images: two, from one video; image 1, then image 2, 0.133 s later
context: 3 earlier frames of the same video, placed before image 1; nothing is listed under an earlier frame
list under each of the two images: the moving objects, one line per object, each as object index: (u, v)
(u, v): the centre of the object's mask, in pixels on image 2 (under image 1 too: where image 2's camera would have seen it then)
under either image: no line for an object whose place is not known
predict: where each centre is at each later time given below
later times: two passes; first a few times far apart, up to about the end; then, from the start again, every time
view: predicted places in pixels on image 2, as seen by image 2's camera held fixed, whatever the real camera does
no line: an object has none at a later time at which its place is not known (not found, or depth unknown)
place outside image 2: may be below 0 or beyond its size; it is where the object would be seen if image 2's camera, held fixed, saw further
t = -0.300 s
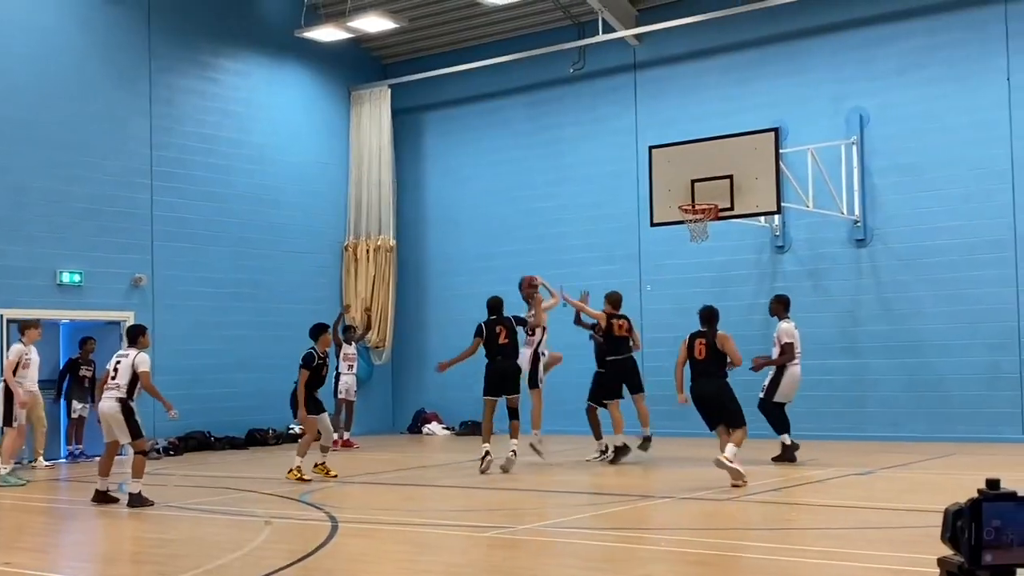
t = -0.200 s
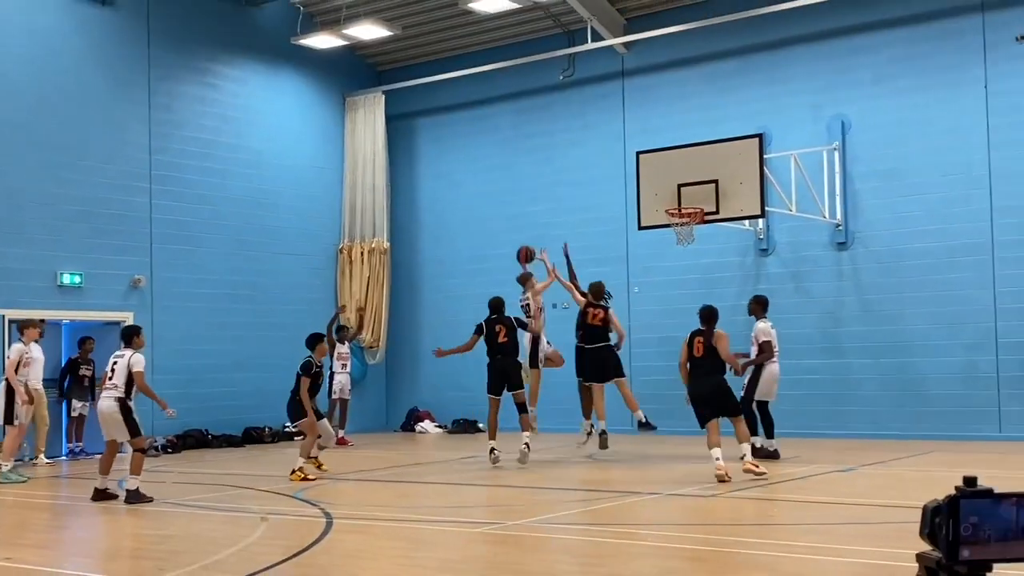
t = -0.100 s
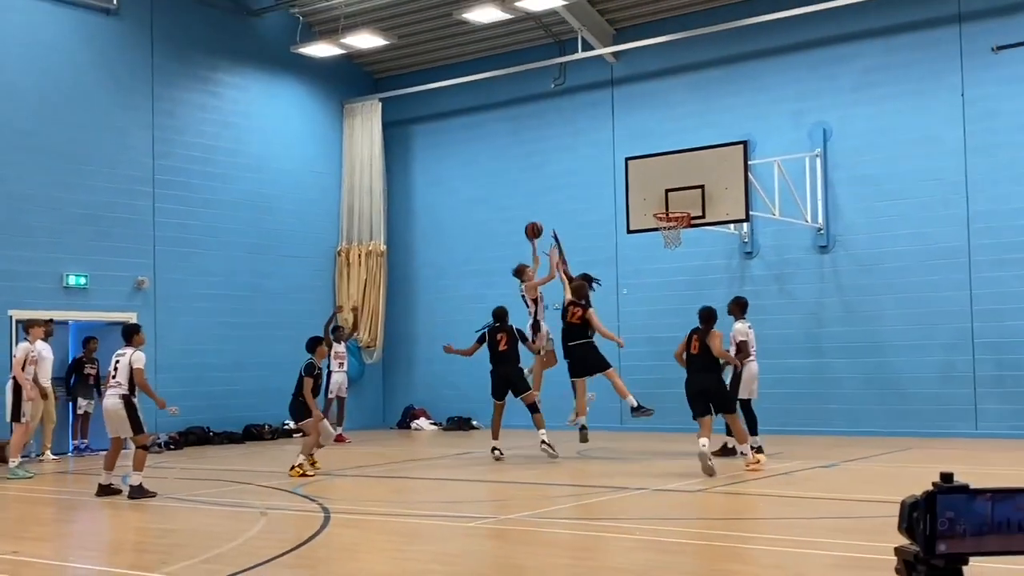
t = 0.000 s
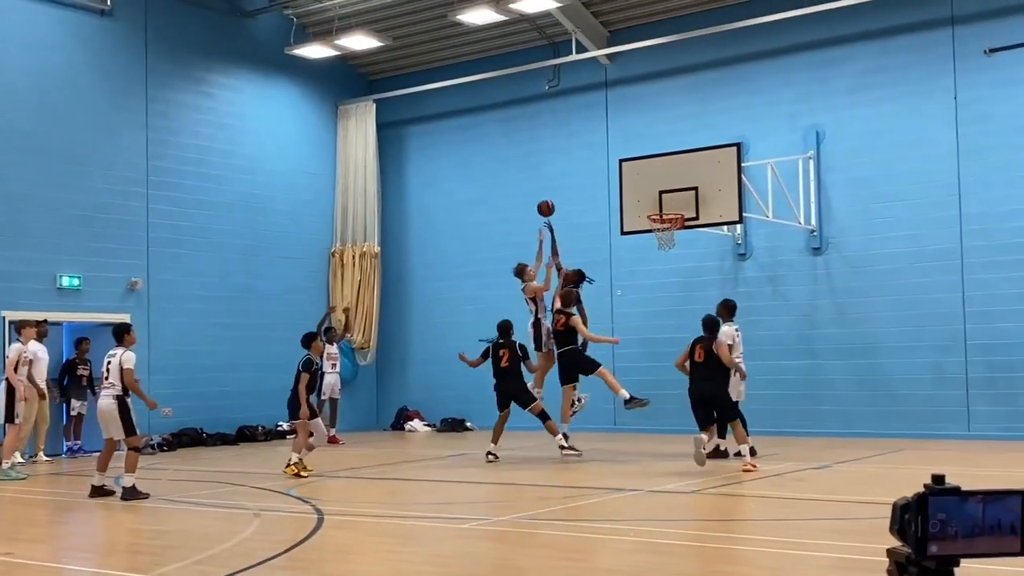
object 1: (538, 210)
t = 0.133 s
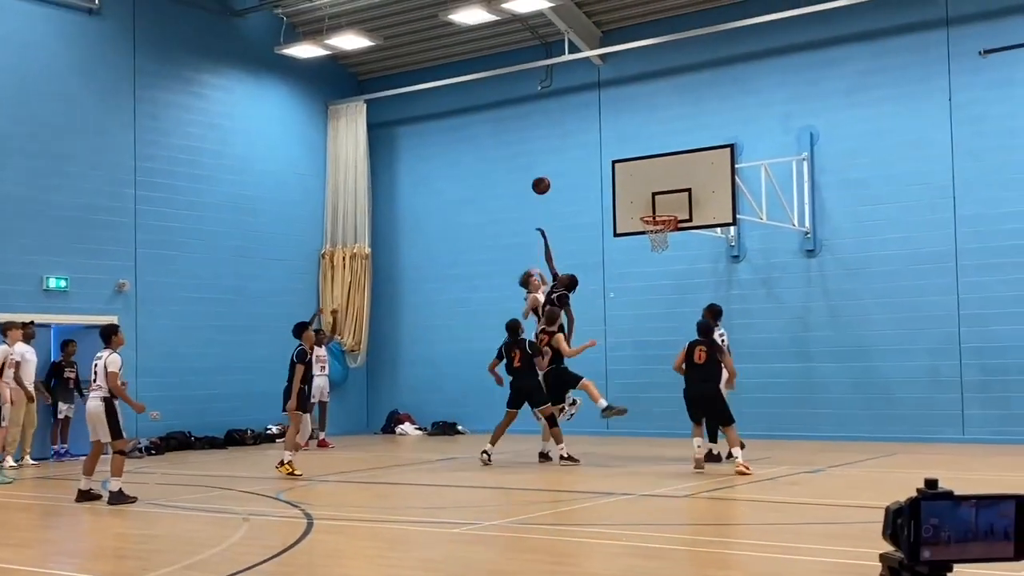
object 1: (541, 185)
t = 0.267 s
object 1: (544, 174)
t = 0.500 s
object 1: (550, 185)
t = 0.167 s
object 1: (541, 181)
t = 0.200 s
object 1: (542, 178)
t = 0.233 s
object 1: (543, 175)
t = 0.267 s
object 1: (544, 174)
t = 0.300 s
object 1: (545, 173)
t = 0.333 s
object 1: (545, 172)
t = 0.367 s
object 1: (546, 173)
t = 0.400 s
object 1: (547, 175)
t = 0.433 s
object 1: (548, 177)
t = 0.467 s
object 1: (549, 181)
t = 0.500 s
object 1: (550, 185)
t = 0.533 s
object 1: (551, 190)
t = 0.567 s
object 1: (552, 197)
